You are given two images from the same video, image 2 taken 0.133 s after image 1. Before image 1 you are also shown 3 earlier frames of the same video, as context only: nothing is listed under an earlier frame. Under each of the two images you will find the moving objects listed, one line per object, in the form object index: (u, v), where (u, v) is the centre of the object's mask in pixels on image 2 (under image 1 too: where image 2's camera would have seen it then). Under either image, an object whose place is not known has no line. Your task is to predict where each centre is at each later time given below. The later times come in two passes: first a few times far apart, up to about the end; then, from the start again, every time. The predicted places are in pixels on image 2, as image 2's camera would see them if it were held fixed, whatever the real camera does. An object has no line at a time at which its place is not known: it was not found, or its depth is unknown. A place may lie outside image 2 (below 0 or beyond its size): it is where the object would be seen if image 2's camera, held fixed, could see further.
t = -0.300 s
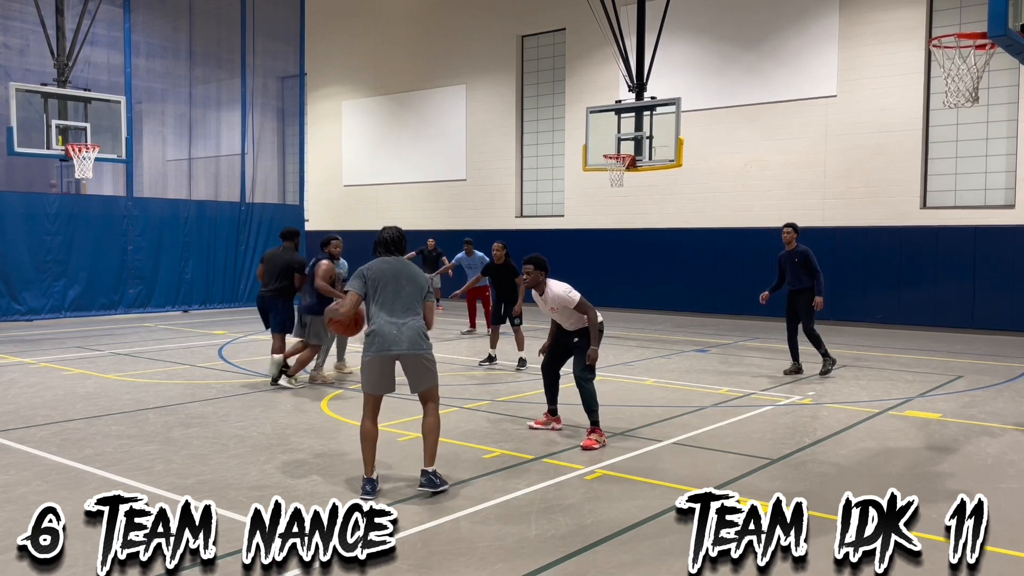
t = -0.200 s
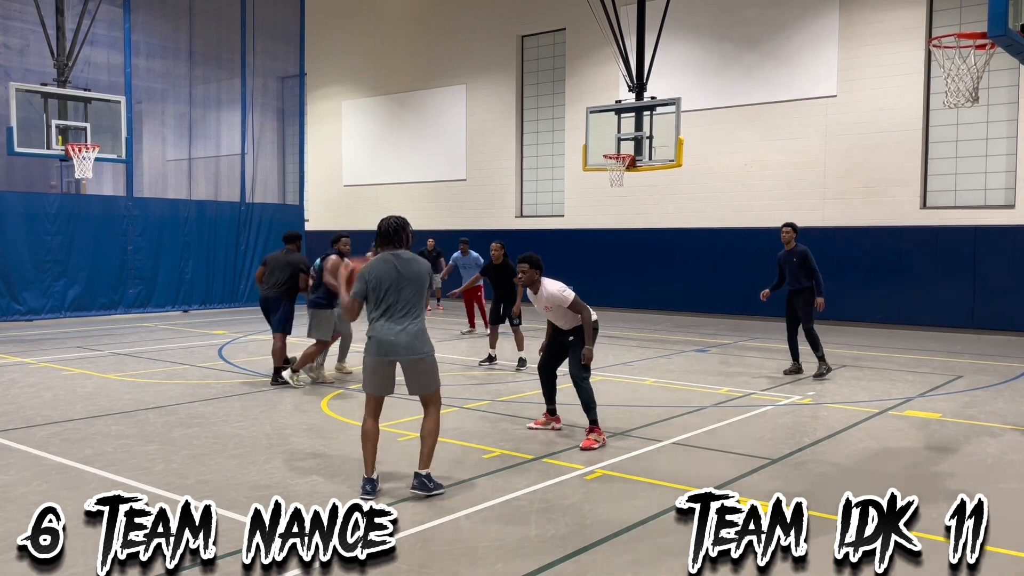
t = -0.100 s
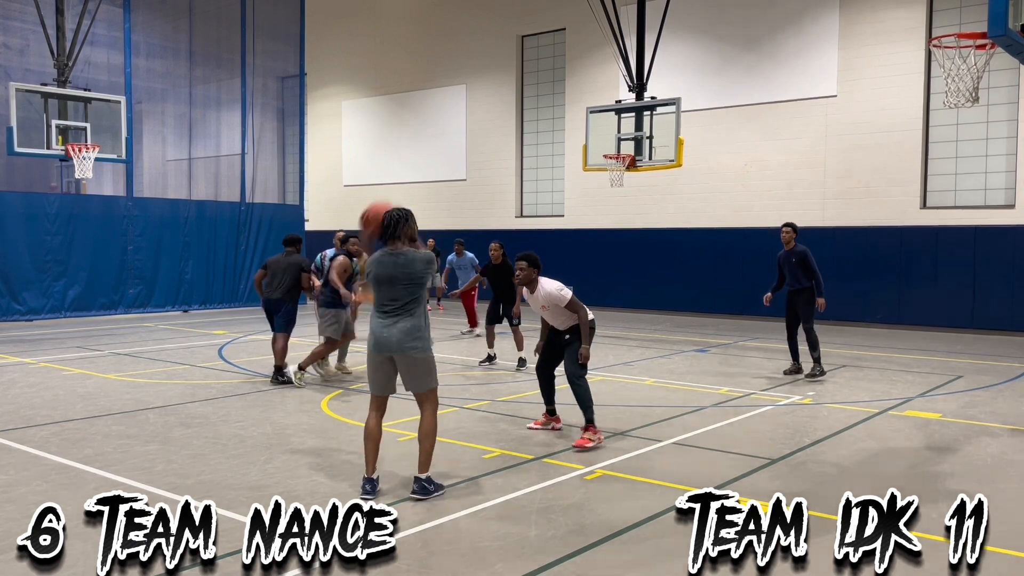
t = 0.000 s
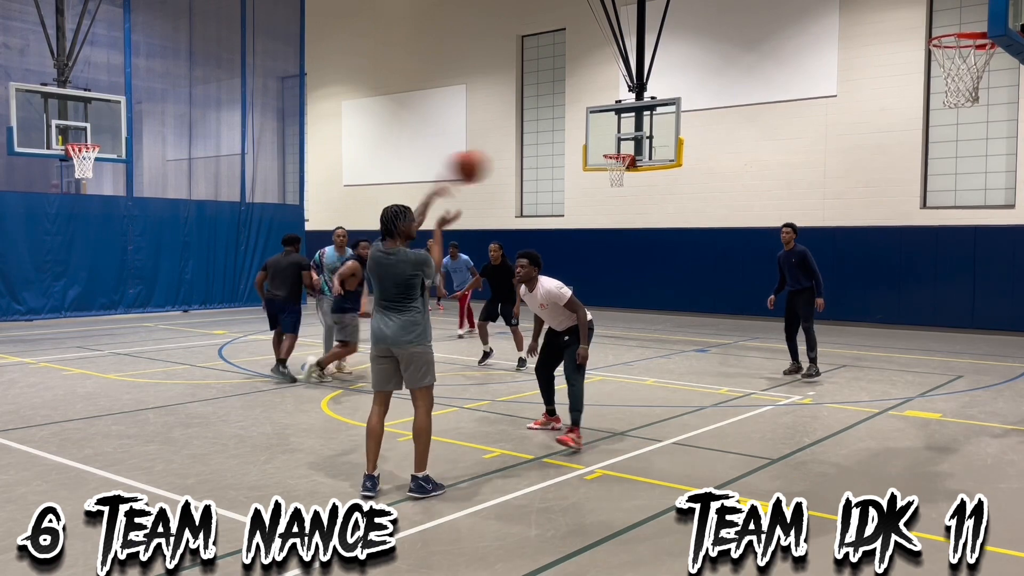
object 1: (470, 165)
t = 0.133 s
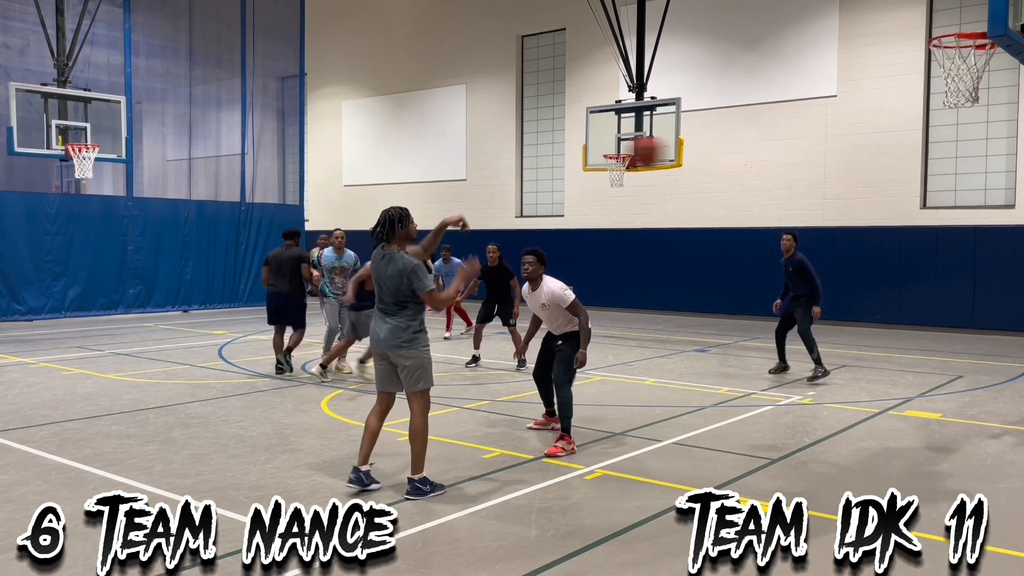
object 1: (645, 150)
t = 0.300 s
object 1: (841, 162)
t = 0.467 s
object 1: (1010, 201)
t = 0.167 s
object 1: (689, 150)
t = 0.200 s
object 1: (727, 152)
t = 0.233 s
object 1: (767, 154)
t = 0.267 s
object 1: (805, 158)
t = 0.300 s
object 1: (841, 162)
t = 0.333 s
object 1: (876, 168)
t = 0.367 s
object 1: (912, 175)
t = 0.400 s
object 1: (946, 183)
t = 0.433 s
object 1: (978, 191)
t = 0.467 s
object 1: (1010, 201)
